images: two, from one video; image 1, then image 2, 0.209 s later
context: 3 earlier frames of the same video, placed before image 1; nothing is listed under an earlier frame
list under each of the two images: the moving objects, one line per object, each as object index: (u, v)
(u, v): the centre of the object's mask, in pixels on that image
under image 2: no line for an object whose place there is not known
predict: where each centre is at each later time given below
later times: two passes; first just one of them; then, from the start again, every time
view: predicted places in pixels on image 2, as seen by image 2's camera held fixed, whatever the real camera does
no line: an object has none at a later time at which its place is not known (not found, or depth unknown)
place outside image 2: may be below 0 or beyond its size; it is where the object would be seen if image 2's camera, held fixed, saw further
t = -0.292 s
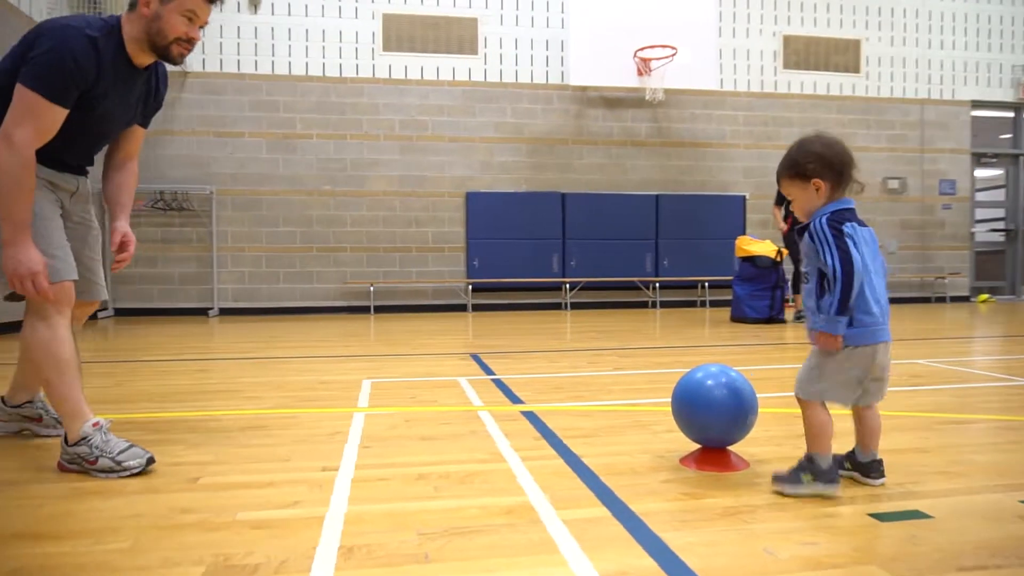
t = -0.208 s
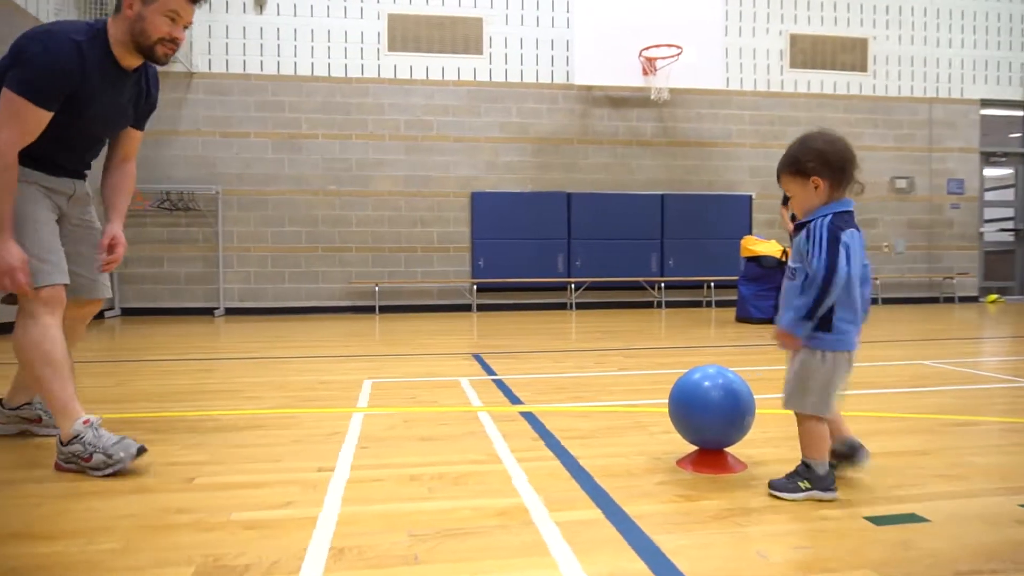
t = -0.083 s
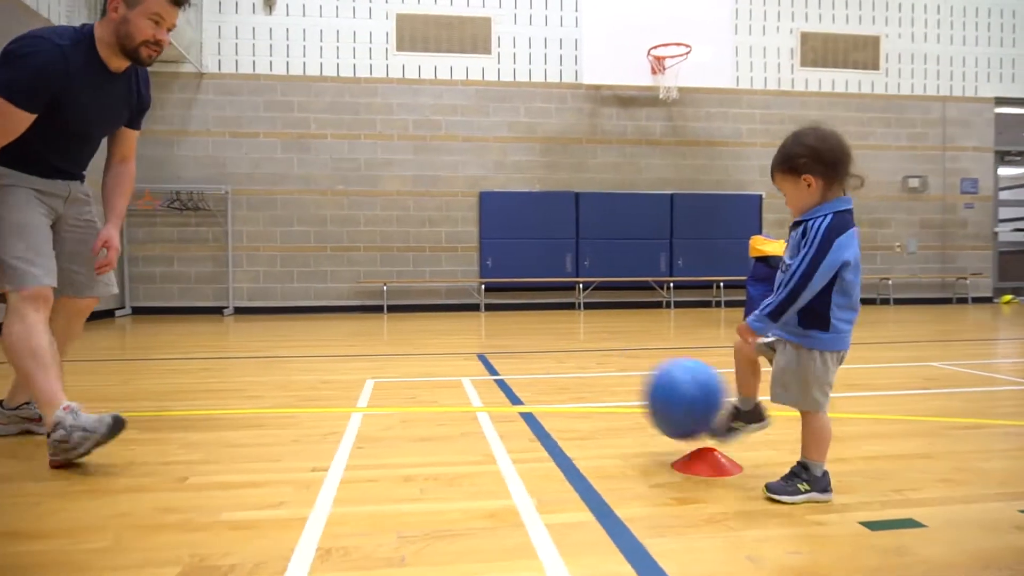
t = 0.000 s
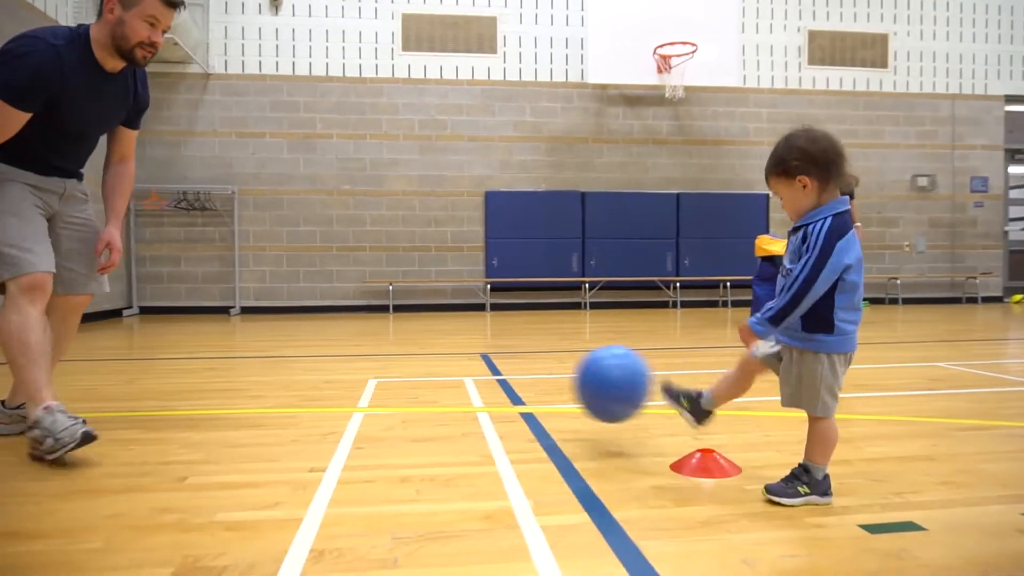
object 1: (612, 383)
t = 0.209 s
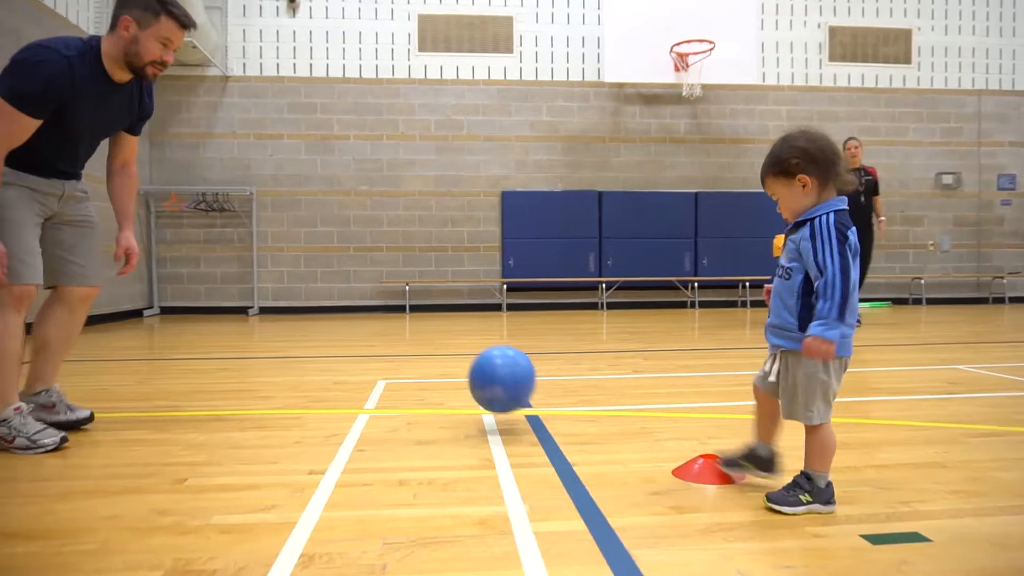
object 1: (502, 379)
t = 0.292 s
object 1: (480, 373)
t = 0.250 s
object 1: (491, 374)
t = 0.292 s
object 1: (480, 373)
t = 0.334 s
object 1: (470, 376)
